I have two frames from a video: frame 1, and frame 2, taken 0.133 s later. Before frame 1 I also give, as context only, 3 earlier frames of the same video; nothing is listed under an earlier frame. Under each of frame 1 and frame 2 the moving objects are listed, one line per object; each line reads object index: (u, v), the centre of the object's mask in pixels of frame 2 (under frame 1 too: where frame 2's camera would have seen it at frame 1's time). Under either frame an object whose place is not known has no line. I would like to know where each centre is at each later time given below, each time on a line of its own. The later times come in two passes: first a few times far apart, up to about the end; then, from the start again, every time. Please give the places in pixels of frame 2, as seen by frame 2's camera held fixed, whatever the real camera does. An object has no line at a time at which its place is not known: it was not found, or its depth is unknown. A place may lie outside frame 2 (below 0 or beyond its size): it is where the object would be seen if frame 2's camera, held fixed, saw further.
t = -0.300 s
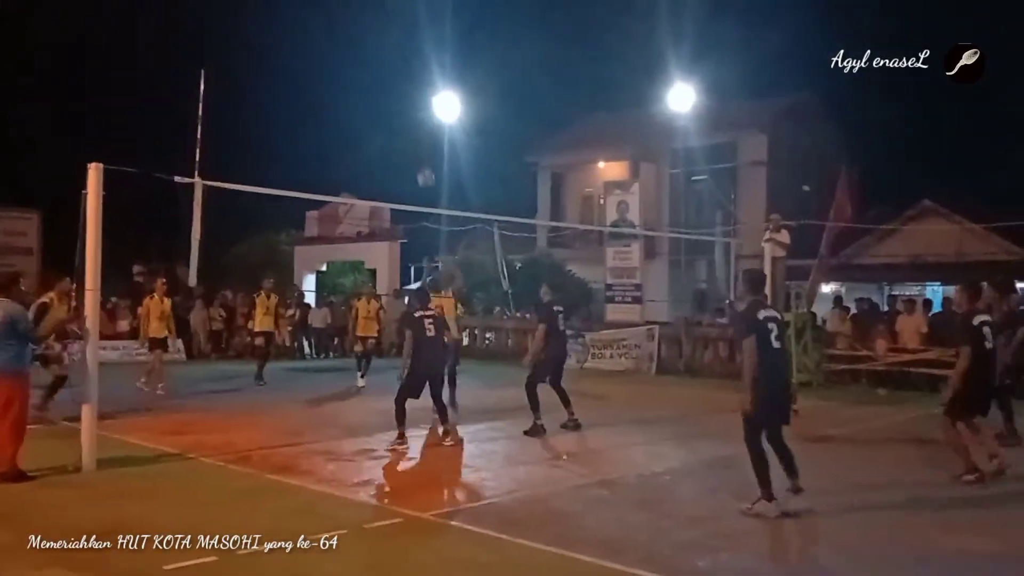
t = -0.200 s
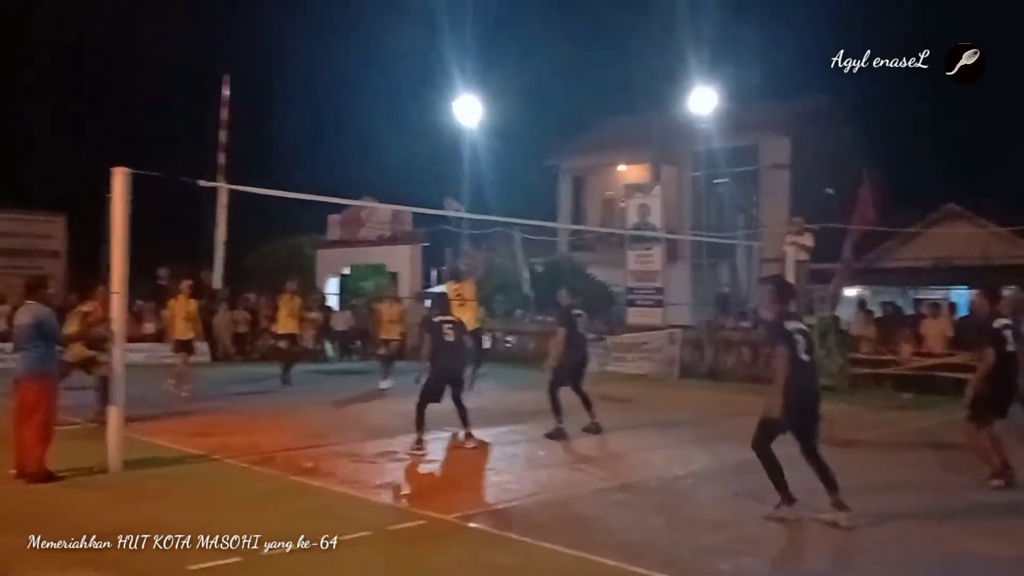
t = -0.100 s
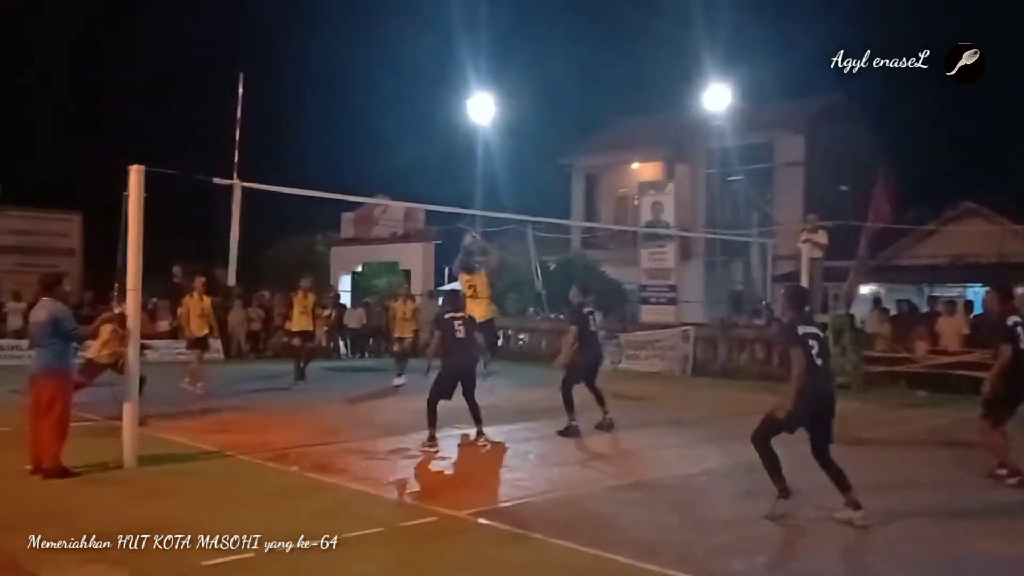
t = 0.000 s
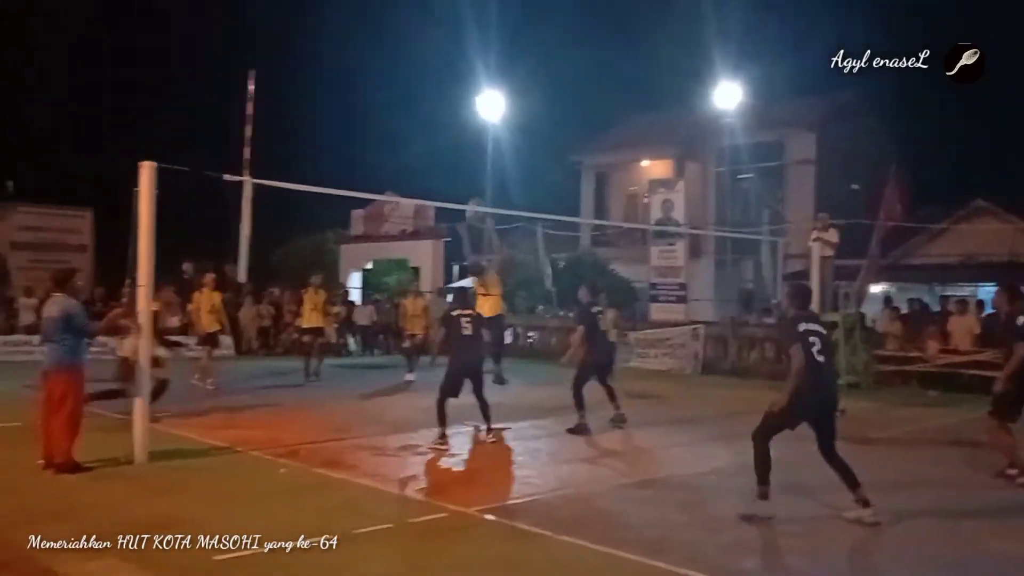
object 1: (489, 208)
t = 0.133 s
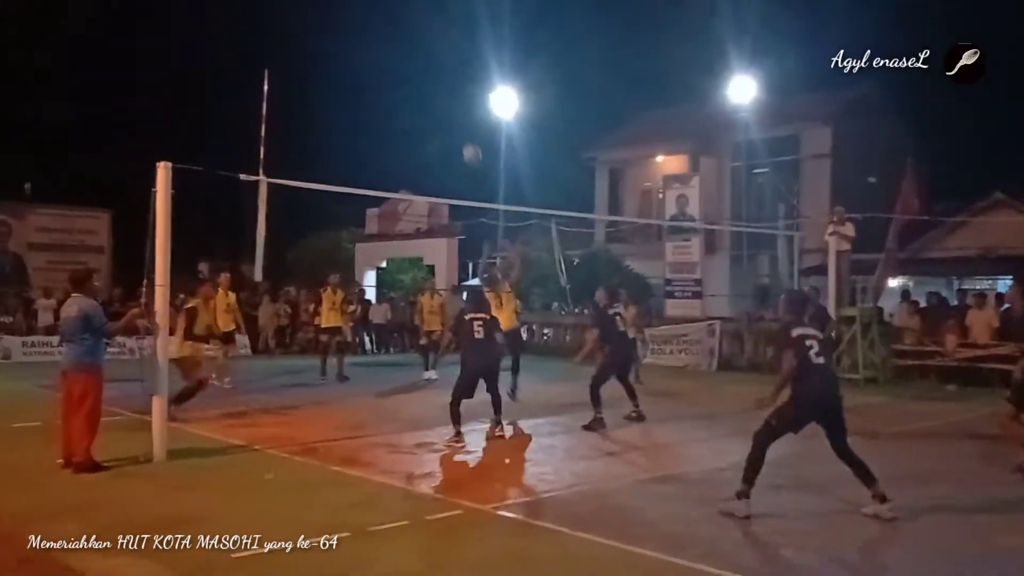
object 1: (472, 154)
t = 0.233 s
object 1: (458, 123)
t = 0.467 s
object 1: (426, 82)
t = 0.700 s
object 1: (389, 88)
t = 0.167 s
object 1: (467, 142)
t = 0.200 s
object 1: (463, 133)
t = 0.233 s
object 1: (458, 123)
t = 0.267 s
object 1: (454, 115)
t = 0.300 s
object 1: (450, 107)
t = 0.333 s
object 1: (444, 101)
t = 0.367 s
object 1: (440, 94)
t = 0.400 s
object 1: (436, 90)
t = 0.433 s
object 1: (430, 85)
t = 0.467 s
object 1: (426, 82)
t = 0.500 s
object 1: (420, 80)
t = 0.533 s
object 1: (415, 78)
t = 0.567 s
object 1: (410, 78)
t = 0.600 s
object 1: (404, 79)
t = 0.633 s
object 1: (399, 81)
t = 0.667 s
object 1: (394, 84)
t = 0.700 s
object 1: (389, 88)
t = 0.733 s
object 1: (383, 93)
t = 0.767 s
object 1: (377, 98)
